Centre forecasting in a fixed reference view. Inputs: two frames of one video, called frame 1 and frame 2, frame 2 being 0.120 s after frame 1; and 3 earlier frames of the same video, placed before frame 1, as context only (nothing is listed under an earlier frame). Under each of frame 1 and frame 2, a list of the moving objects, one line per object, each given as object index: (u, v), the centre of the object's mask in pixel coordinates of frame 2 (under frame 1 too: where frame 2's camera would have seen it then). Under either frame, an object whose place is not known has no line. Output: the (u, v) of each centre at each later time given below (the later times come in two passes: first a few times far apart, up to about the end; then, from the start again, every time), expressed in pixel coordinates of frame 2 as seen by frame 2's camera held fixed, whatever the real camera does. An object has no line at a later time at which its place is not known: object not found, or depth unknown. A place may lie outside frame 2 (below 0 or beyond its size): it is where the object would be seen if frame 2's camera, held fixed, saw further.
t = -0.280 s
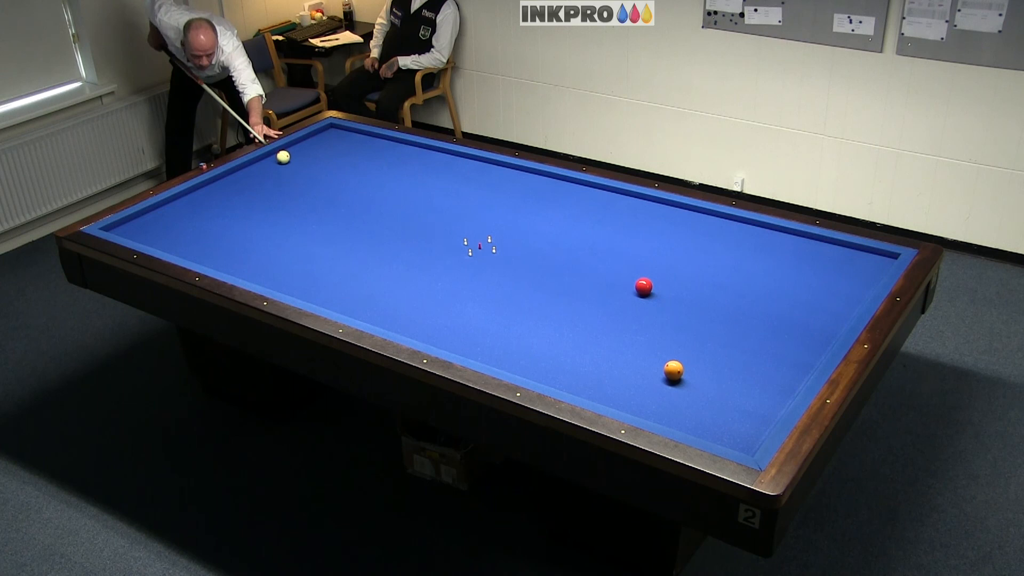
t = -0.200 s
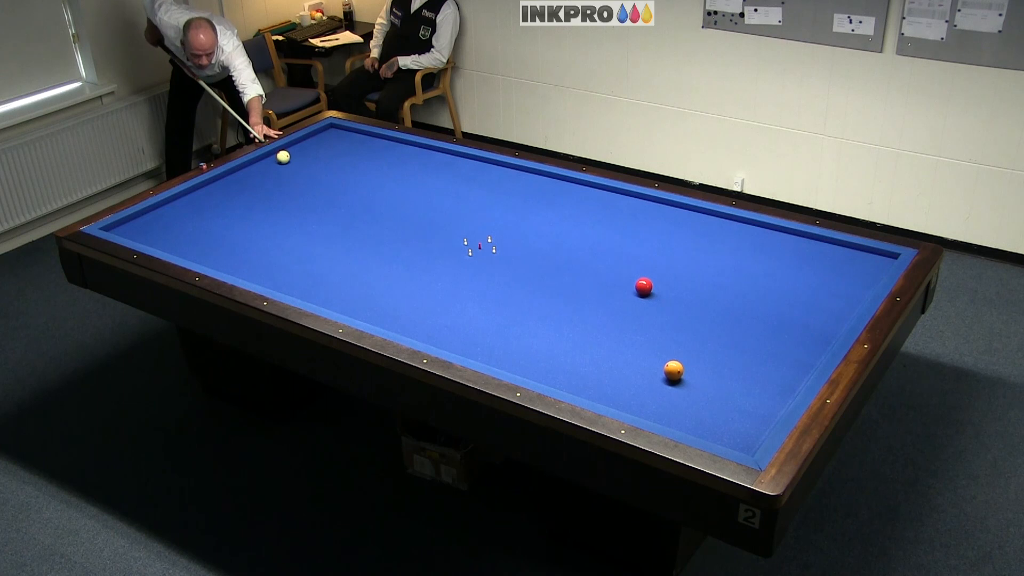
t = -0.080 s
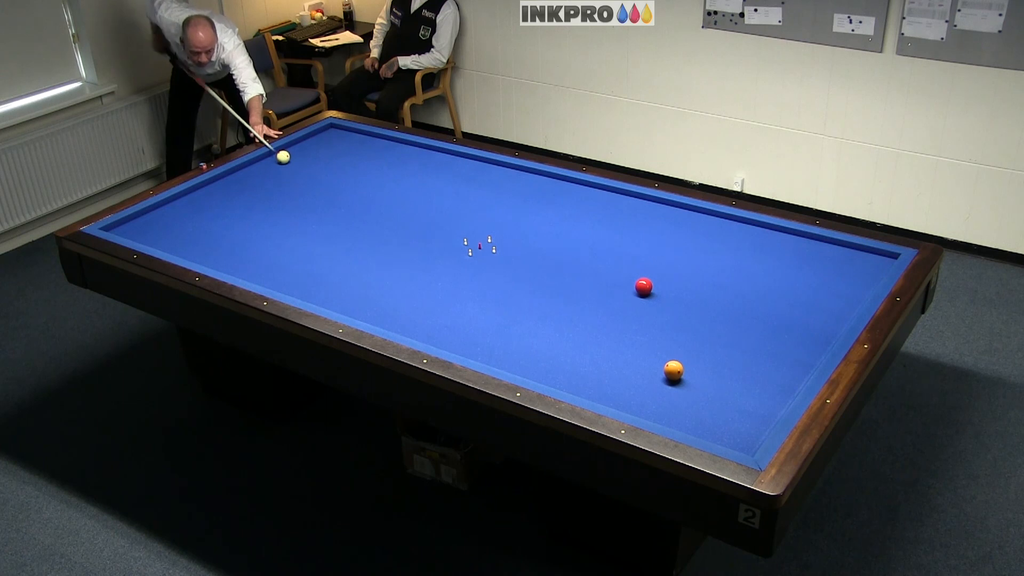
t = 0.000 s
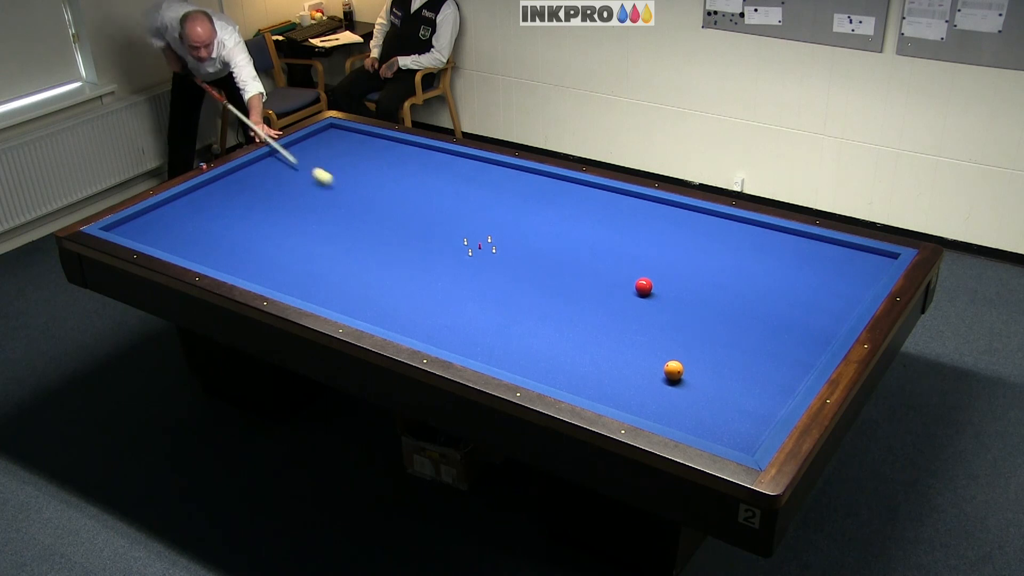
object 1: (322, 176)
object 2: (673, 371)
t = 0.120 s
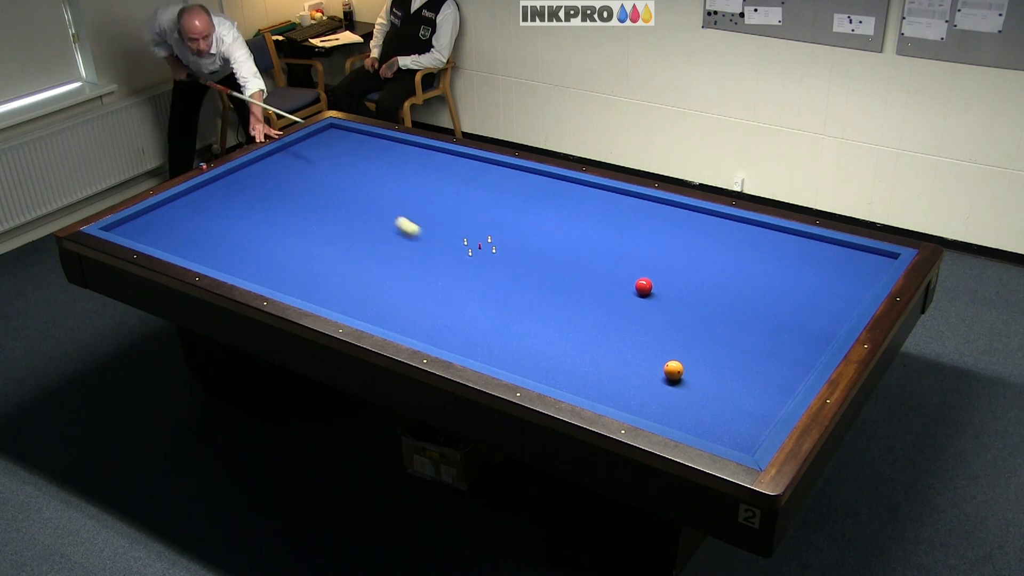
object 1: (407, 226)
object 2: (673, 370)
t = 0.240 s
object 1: (509, 284)
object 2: (673, 370)
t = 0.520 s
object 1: (663, 403)
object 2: (767, 372)
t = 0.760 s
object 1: (734, 349)
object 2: (625, 312)
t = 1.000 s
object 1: (788, 313)
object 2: (522, 269)
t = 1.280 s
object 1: (843, 277)
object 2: (423, 226)
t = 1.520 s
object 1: (878, 257)
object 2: (351, 196)
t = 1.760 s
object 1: (870, 277)
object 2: (289, 169)
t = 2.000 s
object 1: (849, 292)
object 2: (289, 164)
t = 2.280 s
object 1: (822, 308)
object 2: (341, 176)
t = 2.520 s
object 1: (800, 323)
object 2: (383, 186)
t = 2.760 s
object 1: (776, 339)
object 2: (428, 195)
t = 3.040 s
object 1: (748, 357)
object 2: (481, 207)
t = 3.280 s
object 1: (723, 373)
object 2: (529, 218)
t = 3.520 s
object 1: (698, 389)
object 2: (579, 229)
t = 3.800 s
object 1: (667, 408)
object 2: (639, 243)
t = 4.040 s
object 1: (652, 411)
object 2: (692, 255)
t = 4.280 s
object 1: (652, 398)
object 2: (746, 268)
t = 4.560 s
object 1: (652, 383)
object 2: (811, 282)
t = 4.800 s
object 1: (652, 372)
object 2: (860, 293)
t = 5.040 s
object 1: (652, 362)
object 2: (827, 284)
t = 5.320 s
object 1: (652, 350)
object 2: (793, 275)
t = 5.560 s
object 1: (651, 341)
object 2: (766, 267)
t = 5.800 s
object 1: (651, 333)
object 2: (740, 259)
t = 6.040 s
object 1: (650, 325)
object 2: (715, 252)
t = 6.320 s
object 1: (650, 317)
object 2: (688, 245)
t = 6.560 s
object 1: (649, 310)
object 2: (665, 239)
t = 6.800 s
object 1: (649, 305)
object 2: (644, 233)
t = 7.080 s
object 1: (648, 298)
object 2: (621, 226)
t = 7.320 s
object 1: (648, 294)
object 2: (602, 221)
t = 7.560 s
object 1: (649, 293)
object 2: (584, 216)
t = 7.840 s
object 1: (650, 293)
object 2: (565, 211)
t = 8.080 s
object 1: (650, 292)
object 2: (549, 206)
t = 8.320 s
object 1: (650, 292)
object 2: (534, 202)
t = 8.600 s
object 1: (650, 292)
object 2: (518, 198)
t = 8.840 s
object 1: (650, 293)
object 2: (505, 195)
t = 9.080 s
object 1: (650, 293)
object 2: (492, 192)
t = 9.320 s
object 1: (650, 293)
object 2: (480, 189)
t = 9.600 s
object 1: (650, 293)
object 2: (468, 186)
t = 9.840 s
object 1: (650, 293)
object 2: (458, 183)
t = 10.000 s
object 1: (650, 293)
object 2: (452, 181)
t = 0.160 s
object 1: (439, 244)
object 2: (673, 371)
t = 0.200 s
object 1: (474, 264)
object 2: (673, 370)
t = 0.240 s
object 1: (509, 284)
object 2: (673, 370)
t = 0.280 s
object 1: (548, 306)
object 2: (673, 371)
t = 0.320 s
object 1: (588, 329)
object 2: (673, 370)
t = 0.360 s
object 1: (632, 354)
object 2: (673, 370)
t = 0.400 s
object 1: (653, 377)
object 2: (699, 371)
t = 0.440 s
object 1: (649, 398)
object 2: (749, 379)
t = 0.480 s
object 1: (650, 412)
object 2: (792, 385)
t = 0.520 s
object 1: (663, 403)
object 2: (767, 372)
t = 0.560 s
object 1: (677, 392)
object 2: (739, 361)
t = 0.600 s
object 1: (690, 382)
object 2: (713, 350)
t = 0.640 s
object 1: (702, 372)
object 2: (689, 339)
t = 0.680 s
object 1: (713, 364)
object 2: (666, 330)
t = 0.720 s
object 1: (724, 356)
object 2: (644, 320)
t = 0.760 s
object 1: (734, 349)
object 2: (625, 312)
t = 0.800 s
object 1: (743, 343)
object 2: (606, 304)
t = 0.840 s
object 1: (753, 337)
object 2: (588, 297)
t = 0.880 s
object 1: (762, 331)
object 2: (571, 289)
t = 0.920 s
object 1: (770, 325)
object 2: (554, 283)
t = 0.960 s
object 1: (779, 319)
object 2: (538, 275)
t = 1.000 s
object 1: (788, 313)
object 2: (522, 269)
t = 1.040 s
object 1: (796, 308)
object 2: (507, 262)
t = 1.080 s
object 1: (804, 302)
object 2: (492, 256)
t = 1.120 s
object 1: (812, 297)
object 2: (478, 250)
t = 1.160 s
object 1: (820, 292)
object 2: (463, 244)
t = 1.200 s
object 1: (828, 286)
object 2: (450, 238)
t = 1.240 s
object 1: (835, 282)
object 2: (436, 232)
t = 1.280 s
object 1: (843, 277)
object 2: (423, 226)
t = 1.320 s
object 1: (850, 272)
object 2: (410, 221)
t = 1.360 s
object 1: (857, 267)
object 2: (398, 216)
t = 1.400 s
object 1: (864, 262)
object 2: (386, 211)
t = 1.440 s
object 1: (871, 258)
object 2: (374, 206)
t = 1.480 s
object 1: (877, 253)
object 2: (362, 201)
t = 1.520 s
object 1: (878, 257)
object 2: (351, 196)
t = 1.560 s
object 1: (878, 261)
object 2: (340, 191)
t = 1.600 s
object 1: (879, 266)
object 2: (329, 187)
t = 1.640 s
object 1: (879, 270)
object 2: (319, 182)
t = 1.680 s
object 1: (877, 272)
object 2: (308, 178)
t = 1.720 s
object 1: (873, 275)
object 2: (298, 173)
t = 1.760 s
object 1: (870, 277)
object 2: (289, 169)
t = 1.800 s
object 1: (866, 280)
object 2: (279, 165)
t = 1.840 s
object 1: (863, 282)
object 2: (269, 161)
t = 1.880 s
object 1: (860, 284)
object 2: (263, 158)
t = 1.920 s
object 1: (856, 287)
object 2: (271, 160)
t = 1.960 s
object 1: (852, 289)
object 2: (280, 162)
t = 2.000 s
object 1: (849, 292)
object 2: (289, 164)
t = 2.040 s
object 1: (845, 294)
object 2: (298, 166)
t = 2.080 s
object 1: (841, 296)
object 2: (306, 168)
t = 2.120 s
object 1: (838, 299)
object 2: (313, 170)
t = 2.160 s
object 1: (834, 301)
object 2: (320, 172)
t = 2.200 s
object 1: (830, 304)
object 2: (327, 173)
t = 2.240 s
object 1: (826, 306)
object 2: (334, 175)
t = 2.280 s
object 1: (822, 308)
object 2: (341, 176)
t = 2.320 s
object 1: (819, 311)
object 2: (348, 178)
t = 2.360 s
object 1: (815, 314)
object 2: (355, 179)
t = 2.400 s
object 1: (811, 316)
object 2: (362, 181)
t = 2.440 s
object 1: (807, 318)
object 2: (369, 182)
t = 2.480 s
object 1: (803, 321)
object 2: (376, 184)
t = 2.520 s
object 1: (800, 323)
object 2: (383, 186)
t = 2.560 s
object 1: (796, 326)
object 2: (391, 187)
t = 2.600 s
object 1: (792, 329)
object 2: (398, 189)
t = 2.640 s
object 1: (788, 331)
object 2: (406, 191)
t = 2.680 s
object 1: (784, 334)
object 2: (413, 192)
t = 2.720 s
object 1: (780, 336)
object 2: (420, 194)
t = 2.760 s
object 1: (776, 339)
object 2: (428, 195)
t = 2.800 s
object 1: (772, 341)
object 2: (435, 197)
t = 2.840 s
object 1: (768, 344)
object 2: (443, 199)
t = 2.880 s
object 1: (764, 347)
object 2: (451, 200)
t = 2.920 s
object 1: (760, 349)
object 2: (459, 202)
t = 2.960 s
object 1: (756, 352)
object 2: (466, 204)
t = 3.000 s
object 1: (752, 354)
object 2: (474, 205)
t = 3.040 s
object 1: (748, 357)
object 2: (481, 207)
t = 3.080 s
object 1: (744, 360)
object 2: (489, 209)
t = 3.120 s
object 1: (740, 362)
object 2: (497, 211)
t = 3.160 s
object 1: (736, 365)
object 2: (505, 213)
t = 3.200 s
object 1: (732, 368)
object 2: (513, 215)
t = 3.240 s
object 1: (727, 370)
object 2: (521, 216)
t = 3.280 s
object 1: (723, 373)
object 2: (529, 218)
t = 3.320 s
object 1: (719, 376)
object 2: (537, 220)
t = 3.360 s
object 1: (715, 378)
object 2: (546, 222)
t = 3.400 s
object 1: (711, 381)
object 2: (554, 223)
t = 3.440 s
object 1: (706, 383)
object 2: (562, 225)
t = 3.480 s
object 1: (702, 386)
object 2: (571, 227)
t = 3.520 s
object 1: (698, 389)
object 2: (579, 229)
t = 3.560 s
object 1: (693, 392)
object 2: (587, 231)
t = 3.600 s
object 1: (689, 395)
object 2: (595, 233)
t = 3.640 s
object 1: (685, 397)
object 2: (604, 235)
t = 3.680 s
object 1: (681, 400)
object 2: (613, 237)
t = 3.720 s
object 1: (676, 403)
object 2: (621, 239)
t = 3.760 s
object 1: (672, 406)
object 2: (630, 241)
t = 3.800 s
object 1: (667, 408)
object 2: (639, 243)
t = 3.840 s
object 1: (663, 411)
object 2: (647, 245)
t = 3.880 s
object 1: (659, 413)
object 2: (656, 247)
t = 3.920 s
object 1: (655, 414)
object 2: (665, 249)
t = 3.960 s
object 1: (652, 414)
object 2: (674, 251)
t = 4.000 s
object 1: (653, 413)
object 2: (682, 253)
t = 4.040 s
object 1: (652, 411)
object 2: (692, 255)
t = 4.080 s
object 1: (652, 410)
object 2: (700, 257)
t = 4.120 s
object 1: (652, 408)
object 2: (709, 259)
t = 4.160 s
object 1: (652, 405)
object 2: (719, 261)
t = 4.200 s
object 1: (652, 403)
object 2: (727, 263)
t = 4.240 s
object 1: (652, 400)
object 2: (737, 265)
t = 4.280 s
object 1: (652, 398)
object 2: (746, 268)
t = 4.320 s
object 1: (652, 396)
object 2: (755, 270)
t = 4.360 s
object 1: (652, 394)
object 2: (764, 272)
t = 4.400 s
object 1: (652, 392)
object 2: (774, 274)
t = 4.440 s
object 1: (652, 390)
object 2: (783, 276)
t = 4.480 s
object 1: (652, 388)
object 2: (792, 278)
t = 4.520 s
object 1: (652, 386)
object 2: (802, 280)
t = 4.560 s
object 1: (652, 383)
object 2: (811, 282)
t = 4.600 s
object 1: (652, 382)
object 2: (821, 285)
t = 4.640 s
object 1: (652, 380)
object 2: (830, 287)
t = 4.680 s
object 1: (652, 378)
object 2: (840, 289)
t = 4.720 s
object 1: (653, 376)
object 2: (849, 291)
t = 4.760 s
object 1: (652, 374)
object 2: (859, 293)
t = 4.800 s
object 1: (652, 372)
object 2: (860, 293)
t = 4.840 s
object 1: (652, 370)
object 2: (853, 291)
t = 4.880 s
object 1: (652, 368)
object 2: (847, 290)
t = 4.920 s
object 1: (652, 366)
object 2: (842, 288)
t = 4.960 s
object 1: (652, 365)
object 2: (837, 287)
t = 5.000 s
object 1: (652, 363)
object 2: (832, 286)
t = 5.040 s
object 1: (652, 362)
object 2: (827, 284)
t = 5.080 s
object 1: (652, 360)
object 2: (822, 283)
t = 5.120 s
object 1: (652, 358)
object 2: (816, 281)
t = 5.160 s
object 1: (652, 356)
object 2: (812, 280)
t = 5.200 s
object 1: (652, 355)
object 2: (807, 278)
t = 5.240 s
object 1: (652, 353)
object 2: (802, 277)
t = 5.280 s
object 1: (652, 351)
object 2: (798, 276)
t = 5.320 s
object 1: (652, 350)
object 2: (793, 275)
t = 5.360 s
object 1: (652, 348)
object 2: (788, 273)
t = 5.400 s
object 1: (652, 347)
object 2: (784, 272)
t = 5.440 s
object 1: (652, 345)
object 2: (779, 271)
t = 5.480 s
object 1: (651, 344)
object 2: (775, 269)
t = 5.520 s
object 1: (652, 342)
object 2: (770, 268)
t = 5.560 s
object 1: (651, 341)
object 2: (766, 267)
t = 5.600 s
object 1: (651, 339)
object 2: (761, 265)
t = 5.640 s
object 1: (651, 338)
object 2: (756, 264)
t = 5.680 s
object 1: (651, 337)
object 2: (752, 263)
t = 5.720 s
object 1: (651, 335)
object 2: (748, 262)
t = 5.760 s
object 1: (651, 334)
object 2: (744, 260)
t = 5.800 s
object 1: (651, 333)
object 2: (740, 259)
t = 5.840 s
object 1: (651, 331)
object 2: (735, 258)
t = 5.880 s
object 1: (651, 330)
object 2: (731, 257)
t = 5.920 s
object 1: (651, 328)
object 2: (727, 256)
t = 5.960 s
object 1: (651, 327)
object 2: (723, 255)
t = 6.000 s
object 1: (651, 326)
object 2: (719, 253)
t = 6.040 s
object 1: (650, 325)
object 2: (715, 252)
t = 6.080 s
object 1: (650, 323)
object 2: (711, 251)
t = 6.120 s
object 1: (650, 322)
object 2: (707, 250)
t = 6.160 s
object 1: (650, 321)
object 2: (703, 249)
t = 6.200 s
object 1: (650, 320)
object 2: (699, 248)
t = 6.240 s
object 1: (650, 319)
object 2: (695, 247)
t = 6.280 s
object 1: (650, 318)
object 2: (691, 246)
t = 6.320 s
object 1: (650, 317)
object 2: (688, 245)
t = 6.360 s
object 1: (650, 316)
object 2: (684, 243)
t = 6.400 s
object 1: (650, 314)
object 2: (680, 242)
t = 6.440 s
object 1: (650, 313)
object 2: (676, 241)
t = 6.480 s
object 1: (650, 312)
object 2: (673, 240)
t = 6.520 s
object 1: (649, 311)
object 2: (669, 239)
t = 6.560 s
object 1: (649, 310)
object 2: (665, 239)
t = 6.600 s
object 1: (649, 309)
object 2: (662, 238)
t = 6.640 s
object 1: (649, 308)
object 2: (658, 237)
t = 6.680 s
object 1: (649, 307)
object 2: (655, 236)
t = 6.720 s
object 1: (649, 306)
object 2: (651, 235)
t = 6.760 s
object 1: (649, 305)
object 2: (648, 233)
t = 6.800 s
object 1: (649, 305)
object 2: (644, 233)
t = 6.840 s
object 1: (649, 304)
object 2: (641, 232)
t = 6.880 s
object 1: (648, 302)
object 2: (637, 231)
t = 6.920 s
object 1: (648, 302)
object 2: (634, 230)
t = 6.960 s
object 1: (648, 301)
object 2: (631, 229)
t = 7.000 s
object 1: (648, 300)
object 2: (628, 228)
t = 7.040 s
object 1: (648, 299)
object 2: (624, 227)
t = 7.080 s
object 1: (648, 298)
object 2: (621, 226)
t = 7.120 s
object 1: (648, 298)
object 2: (618, 225)
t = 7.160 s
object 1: (648, 297)
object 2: (615, 224)
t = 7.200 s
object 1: (648, 296)
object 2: (611, 224)
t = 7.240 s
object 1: (648, 295)
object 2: (608, 223)
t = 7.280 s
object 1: (648, 294)
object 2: (605, 222)
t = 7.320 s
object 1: (648, 294)
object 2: (602, 221)
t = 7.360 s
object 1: (648, 294)
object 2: (599, 220)
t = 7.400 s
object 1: (649, 294)
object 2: (596, 220)
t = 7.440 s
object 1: (649, 294)
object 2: (593, 219)
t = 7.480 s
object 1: (649, 293)
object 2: (590, 218)
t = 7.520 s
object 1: (649, 293)
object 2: (587, 217)
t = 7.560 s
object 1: (649, 293)
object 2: (584, 216)
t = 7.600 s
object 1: (649, 293)
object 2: (581, 215)
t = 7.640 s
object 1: (650, 293)
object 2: (578, 214)
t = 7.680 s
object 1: (650, 293)
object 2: (576, 214)
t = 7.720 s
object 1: (650, 293)
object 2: (573, 213)
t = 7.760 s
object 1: (650, 293)
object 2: (570, 212)
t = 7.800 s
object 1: (650, 293)
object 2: (568, 211)
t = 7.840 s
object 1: (650, 293)
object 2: (565, 211)
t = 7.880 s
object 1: (650, 292)
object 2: (562, 210)
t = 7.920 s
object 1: (650, 292)
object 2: (559, 209)
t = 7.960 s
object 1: (650, 292)
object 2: (557, 208)
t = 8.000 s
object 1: (650, 292)
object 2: (554, 208)
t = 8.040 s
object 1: (650, 292)
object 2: (552, 207)
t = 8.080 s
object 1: (650, 292)
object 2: (549, 206)
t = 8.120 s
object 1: (650, 292)
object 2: (547, 206)
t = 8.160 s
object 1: (650, 292)
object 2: (544, 205)
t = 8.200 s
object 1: (650, 292)
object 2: (542, 204)
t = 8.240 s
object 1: (650, 292)
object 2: (539, 204)
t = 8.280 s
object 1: (650, 292)
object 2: (537, 203)
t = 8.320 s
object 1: (650, 292)
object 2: (534, 202)
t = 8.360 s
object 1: (650, 292)
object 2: (532, 202)
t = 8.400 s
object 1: (650, 292)
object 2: (530, 201)
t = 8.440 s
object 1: (650, 292)
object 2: (527, 200)
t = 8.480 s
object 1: (650, 292)
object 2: (525, 200)
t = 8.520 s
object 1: (650, 292)
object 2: (522, 199)
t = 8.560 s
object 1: (650, 292)
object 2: (520, 199)
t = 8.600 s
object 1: (650, 292)
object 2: (518, 198)
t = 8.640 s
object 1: (650, 292)
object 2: (516, 197)
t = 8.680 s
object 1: (650, 293)
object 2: (513, 197)
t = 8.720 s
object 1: (650, 293)
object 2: (511, 196)
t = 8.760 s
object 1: (650, 293)
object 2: (509, 196)
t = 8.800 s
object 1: (650, 293)
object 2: (507, 195)
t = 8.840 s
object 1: (650, 293)
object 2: (505, 195)
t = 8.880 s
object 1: (650, 293)
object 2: (503, 194)
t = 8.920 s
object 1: (650, 293)
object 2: (500, 194)
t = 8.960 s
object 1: (650, 293)
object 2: (498, 193)
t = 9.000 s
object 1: (650, 293)
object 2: (496, 192)
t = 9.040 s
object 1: (650, 293)
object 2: (494, 192)
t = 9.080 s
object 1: (650, 293)
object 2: (492, 192)
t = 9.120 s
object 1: (650, 293)
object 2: (490, 191)
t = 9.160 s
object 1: (650, 293)
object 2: (488, 191)
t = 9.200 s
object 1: (650, 293)
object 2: (486, 190)
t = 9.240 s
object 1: (650, 293)
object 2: (484, 190)
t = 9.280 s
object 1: (650, 293)
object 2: (482, 189)
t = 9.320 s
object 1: (650, 293)
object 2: (480, 189)
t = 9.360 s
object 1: (650, 293)
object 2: (479, 188)
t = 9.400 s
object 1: (650, 293)
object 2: (477, 188)
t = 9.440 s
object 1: (650, 293)
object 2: (475, 187)
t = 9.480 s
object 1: (650, 293)
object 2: (473, 187)
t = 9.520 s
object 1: (650, 293)
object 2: (471, 186)
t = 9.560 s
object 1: (650, 293)
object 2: (470, 186)
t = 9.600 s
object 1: (650, 293)
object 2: (468, 186)
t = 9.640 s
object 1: (650, 293)
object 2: (466, 185)
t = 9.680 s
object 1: (650, 293)
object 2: (465, 184)
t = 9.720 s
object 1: (650, 293)
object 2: (463, 184)
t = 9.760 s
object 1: (650, 293)
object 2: (461, 183)
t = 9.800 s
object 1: (650, 293)
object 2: (460, 183)
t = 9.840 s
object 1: (650, 293)
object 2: (458, 183)
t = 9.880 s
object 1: (650, 293)
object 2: (456, 182)
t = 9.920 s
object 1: (650, 293)
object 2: (455, 182)
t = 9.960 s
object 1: (650, 293)
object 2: (453, 182)
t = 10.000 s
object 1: (650, 293)
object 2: (452, 181)
